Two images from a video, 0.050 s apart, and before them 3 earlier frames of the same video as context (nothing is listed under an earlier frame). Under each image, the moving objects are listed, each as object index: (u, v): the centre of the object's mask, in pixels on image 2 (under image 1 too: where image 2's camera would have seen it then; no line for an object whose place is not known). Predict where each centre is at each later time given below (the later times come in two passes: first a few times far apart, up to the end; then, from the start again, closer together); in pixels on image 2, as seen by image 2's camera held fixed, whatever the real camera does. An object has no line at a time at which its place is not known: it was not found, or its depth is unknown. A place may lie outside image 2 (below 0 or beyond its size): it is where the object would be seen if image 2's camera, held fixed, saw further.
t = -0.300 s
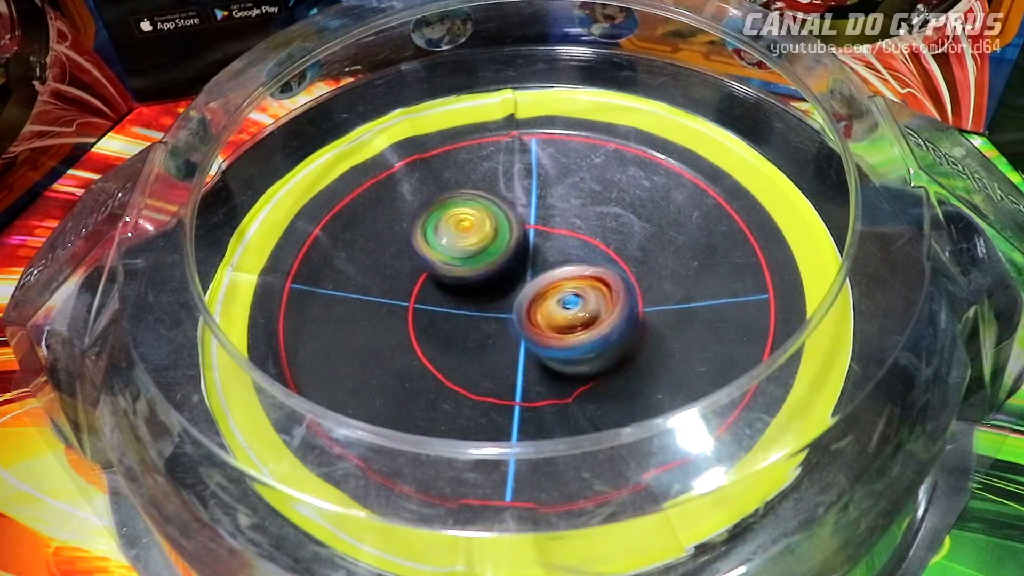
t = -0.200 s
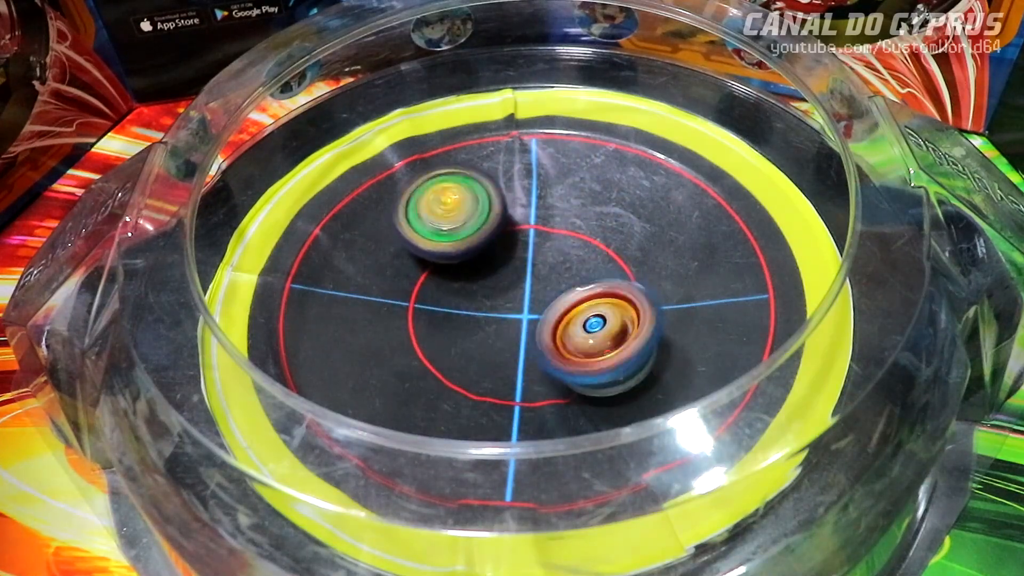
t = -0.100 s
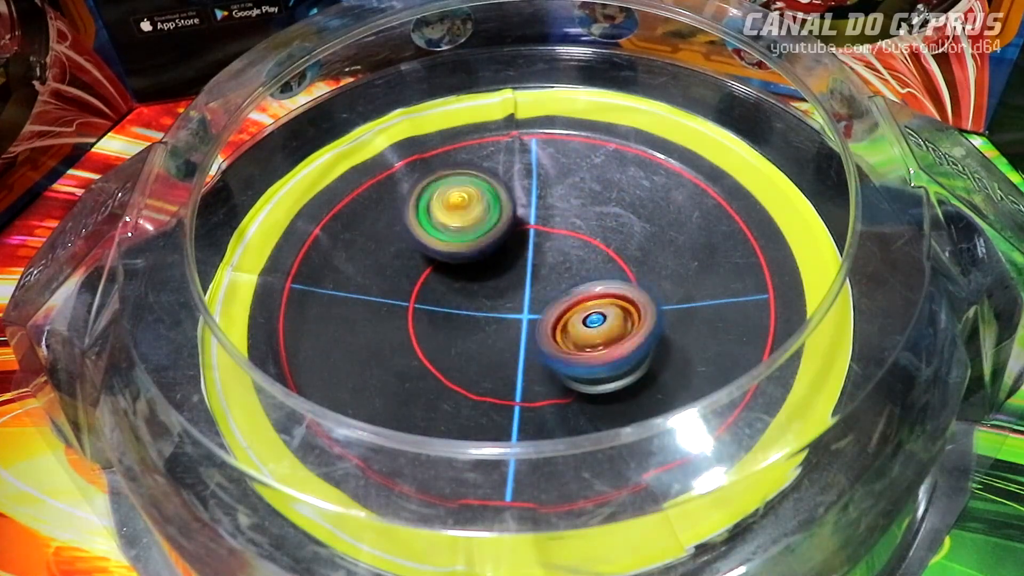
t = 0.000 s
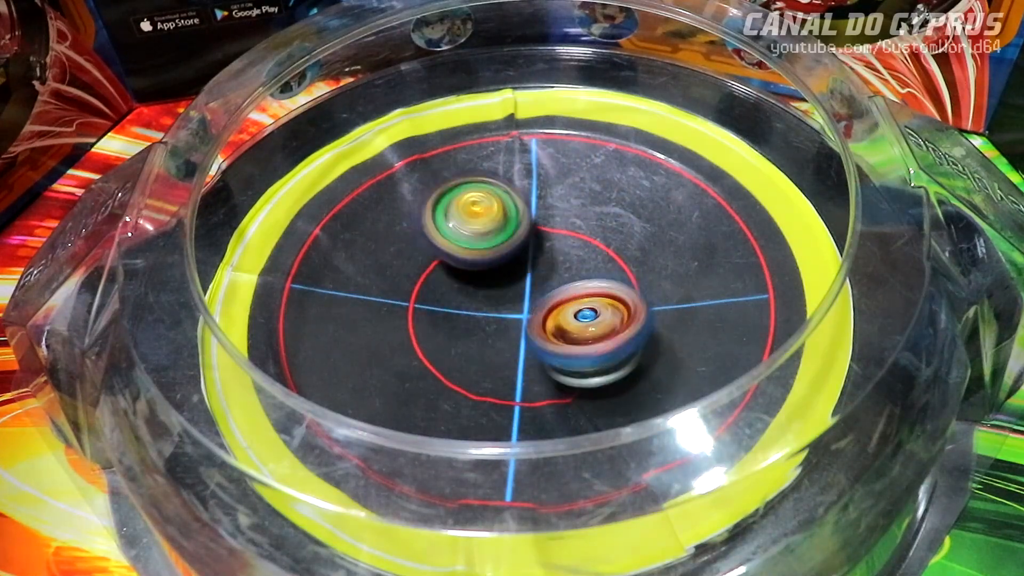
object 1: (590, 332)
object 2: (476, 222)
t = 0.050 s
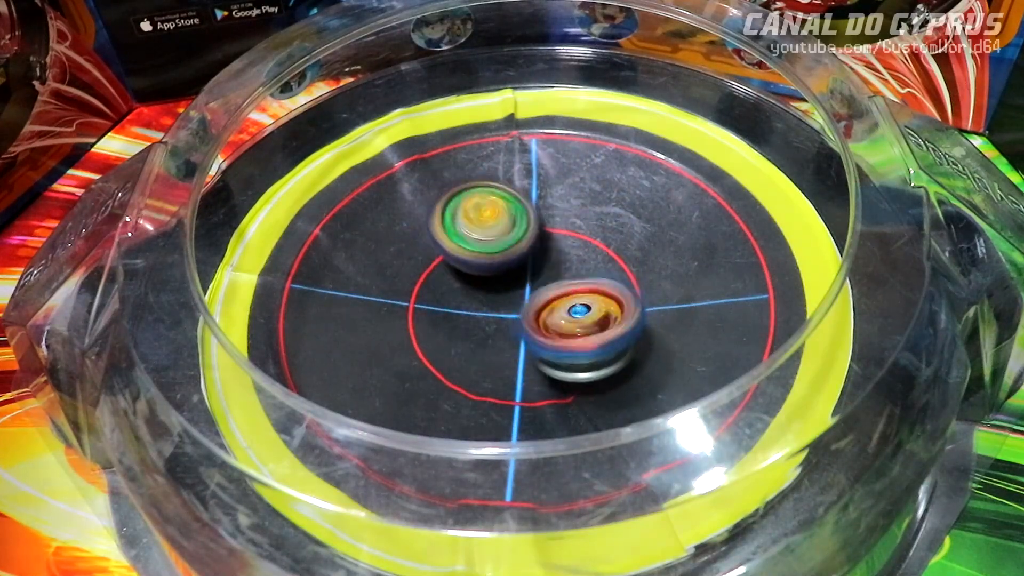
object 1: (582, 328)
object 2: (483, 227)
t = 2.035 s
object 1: (473, 334)
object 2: (592, 229)
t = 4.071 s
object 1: (474, 294)
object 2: (602, 287)
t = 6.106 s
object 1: (445, 286)
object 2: (578, 300)
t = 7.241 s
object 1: (462, 304)
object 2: (580, 292)
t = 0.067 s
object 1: (580, 326)
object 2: (486, 229)
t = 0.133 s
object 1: (567, 319)
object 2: (498, 238)
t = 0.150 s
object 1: (566, 317)
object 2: (500, 238)
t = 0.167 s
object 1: (563, 316)
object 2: (500, 238)
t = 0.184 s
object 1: (560, 316)
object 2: (501, 237)
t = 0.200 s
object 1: (560, 317)
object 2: (501, 238)
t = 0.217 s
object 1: (566, 327)
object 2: (497, 231)
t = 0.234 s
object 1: (575, 337)
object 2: (491, 222)
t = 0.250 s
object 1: (580, 346)
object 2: (484, 212)
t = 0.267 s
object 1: (587, 354)
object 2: (478, 205)
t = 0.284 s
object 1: (591, 359)
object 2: (474, 199)
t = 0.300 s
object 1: (594, 365)
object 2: (472, 195)
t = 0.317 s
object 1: (594, 367)
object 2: (469, 192)
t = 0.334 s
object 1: (595, 369)
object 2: (469, 191)
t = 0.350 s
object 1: (593, 371)
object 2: (469, 190)
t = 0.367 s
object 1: (595, 369)
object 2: (470, 189)
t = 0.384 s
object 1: (595, 368)
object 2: (472, 189)
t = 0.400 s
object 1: (594, 367)
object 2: (474, 189)
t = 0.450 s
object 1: (593, 362)
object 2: (479, 191)
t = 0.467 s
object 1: (593, 360)
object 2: (482, 192)
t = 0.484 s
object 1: (591, 358)
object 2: (484, 192)
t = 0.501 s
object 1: (591, 356)
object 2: (486, 193)
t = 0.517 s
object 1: (589, 353)
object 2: (489, 195)
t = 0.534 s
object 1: (587, 350)
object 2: (491, 196)
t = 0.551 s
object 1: (586, 348)
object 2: (493, 197)
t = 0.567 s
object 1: (584, 345)
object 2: (496, 200)
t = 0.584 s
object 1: (582, 341)
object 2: (498, 200)
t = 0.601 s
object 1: (580, 338)
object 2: (500, 203)
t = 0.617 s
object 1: (577, 335)
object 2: (503, 205)
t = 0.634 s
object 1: (576, 331)
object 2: (506, 207)
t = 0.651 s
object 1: (574, 328)
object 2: (509, 209)
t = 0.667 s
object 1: (571, 324)
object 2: (511, 211)
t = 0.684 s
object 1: (570, 321)
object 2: (513, 213)
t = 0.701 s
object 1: (567, 317)
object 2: (516, 216)
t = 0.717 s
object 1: (564, 313)
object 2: (518, 219)
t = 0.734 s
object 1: (561, 308)
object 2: (519, 220)
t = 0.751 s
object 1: (559, 308)
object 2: (521, 220)
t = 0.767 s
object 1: (559, 312)
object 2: (520, 215)
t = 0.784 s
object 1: (559, 318)
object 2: (520, 208)
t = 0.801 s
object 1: (557, 322)
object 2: (517, 204)
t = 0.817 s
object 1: (558, 324)
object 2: (517, 203)
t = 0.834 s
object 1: (555, 324)
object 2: (515, 202)
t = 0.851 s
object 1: (554, 323)
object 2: (515, 202)
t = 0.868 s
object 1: (553, 323)
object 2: (516, 203)
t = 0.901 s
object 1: (553, 318)
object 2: (518, 206)
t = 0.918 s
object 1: (553, 317)
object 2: (521, 207)
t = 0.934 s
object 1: (553, 315)
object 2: (523, 211)
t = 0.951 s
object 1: (554, 313)
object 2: (525, 212)
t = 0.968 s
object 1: (554, 311)
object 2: (527, 214)
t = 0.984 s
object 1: (553, 310)
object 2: (530, 216)
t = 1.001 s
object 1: (554, 308)
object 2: (531, 218)
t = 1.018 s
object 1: (553, 308)
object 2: (533, 218)
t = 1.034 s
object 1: (552, 309)
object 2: (535, 219)
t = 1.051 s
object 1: (551, 309)
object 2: (535, 220)
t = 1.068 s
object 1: (550, 310)
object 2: (538, 218)
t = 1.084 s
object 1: (547, 314)
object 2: (539, 217)
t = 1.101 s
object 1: (547, 316)
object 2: (540, 216)
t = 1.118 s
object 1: (545, 317)
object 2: (541, 215)
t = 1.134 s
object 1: (544, 318)
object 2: (541, 216)
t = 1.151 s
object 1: (544, 319)
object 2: (543, 216)
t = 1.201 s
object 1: (544, 318)
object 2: (548, 218)
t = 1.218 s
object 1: (544, 318)
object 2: (550, 219)
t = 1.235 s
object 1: (543, 317)
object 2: (551, 219)
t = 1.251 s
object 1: (543, 317)
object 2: (553, 220)
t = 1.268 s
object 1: (542, 317)
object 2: (554, 220)
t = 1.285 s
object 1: (541, 315)
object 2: (555, 222)
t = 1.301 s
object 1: (541, 315)
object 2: (556, 222)
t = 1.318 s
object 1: (540, 316)
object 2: (556, 222)
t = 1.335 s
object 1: (537, 319)
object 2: (557, 220)
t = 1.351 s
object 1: (537, 322)
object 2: (557, 220)
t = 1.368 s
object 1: (534, 323)
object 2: (557, 220)
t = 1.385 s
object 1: (532, 323)
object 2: (557, 220)
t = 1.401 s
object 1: (532, 323)
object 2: (558, 223)
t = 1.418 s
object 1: (531, 323)
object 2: (558, 223)
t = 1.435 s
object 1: (530, 322)
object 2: (559, 225)
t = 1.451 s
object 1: (530, 322)
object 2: (559, 227)
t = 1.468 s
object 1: (530, 322)
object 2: (560, 228)
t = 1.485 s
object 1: (527, 322)
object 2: (561, 229)
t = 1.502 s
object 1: (522, 328)
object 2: (564, 227)
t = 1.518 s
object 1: (516, 333)
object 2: (566, 221)
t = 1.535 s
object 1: (510, 336)
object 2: (568, 218)
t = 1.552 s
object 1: (506, 340)
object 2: (568, 218)
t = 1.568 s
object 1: (503, 340)
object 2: (568, 216)
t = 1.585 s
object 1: (500, 341)
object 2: (569, 217)
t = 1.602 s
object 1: (500, 340)
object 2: (570, 218)
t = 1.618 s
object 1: (499, 339)
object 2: (571, 219)
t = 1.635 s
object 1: (498, 339)
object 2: (572, 220)
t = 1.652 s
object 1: (500, 338)
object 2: (572, 223)
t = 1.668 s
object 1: (499, 337)
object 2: (572, 224)
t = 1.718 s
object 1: (501, 333)
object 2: (573, 228)
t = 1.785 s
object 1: (503, 327)
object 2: (575, 236)
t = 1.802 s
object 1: (504, 325)
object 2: (575, 239)
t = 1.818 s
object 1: (505, 324)
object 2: (574, 241)
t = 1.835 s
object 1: (505, 323)
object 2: (575, 242)
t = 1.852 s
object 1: (500, 323)
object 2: (576, 240)
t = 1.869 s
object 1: (500, 326)
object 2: (576, 239)
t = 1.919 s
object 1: (495, 325)
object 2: (576, 242)
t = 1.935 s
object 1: (496, 323)
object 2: (575, 244)
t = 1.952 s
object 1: (497, 322)
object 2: (575, 245)
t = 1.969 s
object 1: (497, 322)
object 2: (575, 246)
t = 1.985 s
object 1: (489, 327)
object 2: (581, 241)
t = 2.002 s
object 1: (483, 331)
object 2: (586, 237)
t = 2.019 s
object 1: (477, 333)
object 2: (590, 233)
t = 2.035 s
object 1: (473, 334)
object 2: (592, 229)
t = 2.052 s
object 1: (472, 334)
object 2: (593, 228)
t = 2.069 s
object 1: (470, 334)
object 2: (593, 228)
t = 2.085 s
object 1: (472, 333)
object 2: (593, 229)
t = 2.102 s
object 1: (472, 332)
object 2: (593, 231)
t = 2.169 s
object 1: (481, 329)
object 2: (592, 238)
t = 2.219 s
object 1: (489, 327)
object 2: (591, 246)
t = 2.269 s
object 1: (497, 325)
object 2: (590, 253)
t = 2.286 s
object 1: (499, 323)
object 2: (589, 254)
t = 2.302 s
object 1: (502, 322)
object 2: (589, 256)
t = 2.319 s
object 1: (500, 322)
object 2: (591, 257)
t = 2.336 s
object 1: (499, 322)
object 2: (592, 257)
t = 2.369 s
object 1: (498, 321)
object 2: (592, 259)
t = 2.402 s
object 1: (494, 322)
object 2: (593, 260)
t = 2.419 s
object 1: (492, 321)
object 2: (591, 261)
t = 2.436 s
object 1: (493, 321)
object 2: (591, 264)
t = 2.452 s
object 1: (488, 322)
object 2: (591, 262)
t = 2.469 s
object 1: (481, 326)
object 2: (595, 258)
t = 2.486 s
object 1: (476, 329)
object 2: (597, 256)
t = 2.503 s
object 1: (472, 332)
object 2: (598, 254)
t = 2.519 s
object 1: (471, 331)
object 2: (598, 253)
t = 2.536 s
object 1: (470, 332)
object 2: (596, 253)
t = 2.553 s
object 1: (471, 331)
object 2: (595, 255)
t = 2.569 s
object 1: (472, 331)
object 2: (594, 257)
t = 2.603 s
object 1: (474, 330)
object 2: (592, 260)
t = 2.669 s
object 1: (479, 329)
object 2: (589, 263)
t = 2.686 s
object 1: (480, 328)
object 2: (589, 266)
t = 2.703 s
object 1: (481, 328)
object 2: (589, 268)
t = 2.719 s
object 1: (482, 327)
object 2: (587, 268)
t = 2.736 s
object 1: (480, 327)
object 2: (589, 268)
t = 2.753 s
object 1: (473, 328)
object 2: (593, 264)
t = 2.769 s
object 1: (469, 328)
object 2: (595, 262)
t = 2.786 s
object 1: (465, 327)
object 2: (597, 261)
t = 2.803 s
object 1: (465, 326)
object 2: (596, 260)
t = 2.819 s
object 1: (465, 324)
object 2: (595, 262)
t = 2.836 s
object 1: (467, 324)
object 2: (594, 263)
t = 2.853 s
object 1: (470, 321)
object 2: (594, 263)
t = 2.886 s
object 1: (475, 318)
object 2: (593, 267)
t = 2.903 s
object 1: (478, 319)
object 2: (594, 267)
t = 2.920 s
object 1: (480, 317)
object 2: (593, 269)
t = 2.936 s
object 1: (477, 317)
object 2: (595, 268)
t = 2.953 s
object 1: (474, 315)
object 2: (596, 268)
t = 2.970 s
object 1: (473, 315)
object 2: (596, 269)
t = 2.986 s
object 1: (473, 312)
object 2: (595, 269)
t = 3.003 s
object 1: (475, 312)
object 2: (594, 269)
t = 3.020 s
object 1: (476, 310)
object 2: (594, 271)
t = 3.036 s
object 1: (476, 310)
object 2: (595, 273)
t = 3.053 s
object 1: (476, 308)
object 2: (594, 273)
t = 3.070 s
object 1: (472, 309)
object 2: (596, 271)
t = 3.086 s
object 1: (466, 308)
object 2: (600, 269)
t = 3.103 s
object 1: (463, 309)
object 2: (602, 266)
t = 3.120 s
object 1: (461, 308)
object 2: (603, 265)
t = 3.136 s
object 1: (460, 308)
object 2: (602, 266)
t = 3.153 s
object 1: (461, 306)
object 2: (600, 267)
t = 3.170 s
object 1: (463, 306)
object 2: (600, 266)
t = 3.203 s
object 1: (468, 306)
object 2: (597, 270)
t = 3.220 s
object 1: (471, 304)
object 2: (595, 271)
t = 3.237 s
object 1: (472, 305)
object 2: (595, 272)
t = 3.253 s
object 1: (470, 303)
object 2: (596, 273)
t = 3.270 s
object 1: (469, 304)
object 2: (597, 273)
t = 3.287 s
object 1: (470, 301)
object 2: (596, 273)
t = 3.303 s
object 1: (471, 301)
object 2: (596, 275)
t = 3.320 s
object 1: (472, 299)
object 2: (595, 275)
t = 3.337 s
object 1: (473, 299)
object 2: (595, 276)
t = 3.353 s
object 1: (470, 299)
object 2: (597, 275)
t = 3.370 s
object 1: (465, 298)
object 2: (601, 272)
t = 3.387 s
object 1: (458, 298)
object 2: (606, 270)
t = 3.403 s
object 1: (458, 298)
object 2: (609, 270)
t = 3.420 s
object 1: (455, 297)
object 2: (609, 269)
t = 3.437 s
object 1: (458, 296)
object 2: (607, 269)
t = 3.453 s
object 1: (459, 295)
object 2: (605, 270)
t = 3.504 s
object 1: (467, 295)
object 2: (599, 274)
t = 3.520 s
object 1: (470, 297)
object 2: (598, 275)
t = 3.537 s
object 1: (472, 296)
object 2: (596, 276)
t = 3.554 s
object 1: (471, 297)
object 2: (598, 277)
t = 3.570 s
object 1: (463, 296)
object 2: (602, 276)
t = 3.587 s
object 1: (461, 296)
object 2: (605, 275)
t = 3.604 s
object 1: (457, 295)
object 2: (606, 276)
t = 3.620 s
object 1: (458, 294)
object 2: (605, 275)
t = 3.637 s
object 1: (458, 295)
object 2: (605, 276)
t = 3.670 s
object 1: (463, 294)
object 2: (602, 279)
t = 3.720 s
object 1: (470, 296)
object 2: (599, 282)
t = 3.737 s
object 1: (470, 295)
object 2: (600, 283)
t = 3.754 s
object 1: (471, 295)
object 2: (599, 284)
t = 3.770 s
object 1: (469, 293)
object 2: (601, 283)
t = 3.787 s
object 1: (467, 294)
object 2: (602, 283)
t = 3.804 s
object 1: (467, 292)
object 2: (601, 283)
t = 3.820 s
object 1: (469, 292)
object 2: (600, 283)
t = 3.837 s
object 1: (469, 291)
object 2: (600, 283)
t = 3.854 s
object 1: (464, 290)
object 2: (604, 282)
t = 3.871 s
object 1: (458, 291)
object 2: (609, 282)
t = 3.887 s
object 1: (457, 290)
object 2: (610, 281)
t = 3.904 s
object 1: (456, 290)
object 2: (611, 281)
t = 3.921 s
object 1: (455, 288)
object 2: (610, 281)
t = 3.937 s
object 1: (459, 288)
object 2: (609, 282)
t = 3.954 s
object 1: (460, 289)
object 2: (609, 282)
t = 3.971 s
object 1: (463, 290)
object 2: (607, 283)
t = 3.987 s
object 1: (464, 292)
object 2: (607, 284)
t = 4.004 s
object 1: (466, 290)
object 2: (606, 285)
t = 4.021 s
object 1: (469, 292)
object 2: (605, 285)
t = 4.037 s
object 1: (471, 295)
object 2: (604, 285)
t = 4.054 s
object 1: (473, 294)
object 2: (603, 287)
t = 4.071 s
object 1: (474, 294)
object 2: (602, 287)
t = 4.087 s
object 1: (474, 292)
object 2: (602, 287)
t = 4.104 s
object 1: (472, 292)
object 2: (603, 287)
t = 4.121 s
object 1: (472, 291)
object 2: (604, 287)
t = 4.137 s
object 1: (473, 290)
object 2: (603, 288)
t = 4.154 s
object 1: (476, 291)
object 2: (601, 287)
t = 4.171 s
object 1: (470, 290)
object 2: (603, 286)
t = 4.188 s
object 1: (463, 289)
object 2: (612, 284)
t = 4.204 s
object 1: (456, 288)
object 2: (618, 283)
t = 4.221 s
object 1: (451, 288)
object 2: (622, 283)
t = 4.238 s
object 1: (450, 288)
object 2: (624, 281)
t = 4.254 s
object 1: (446, 287)
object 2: (624, 282)
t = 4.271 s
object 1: (449, 286)
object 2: (623, 280)
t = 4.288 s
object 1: (452, 286)
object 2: (619, 282)
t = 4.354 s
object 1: (464, 288)
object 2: (608, 286)
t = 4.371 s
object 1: (468, 291)
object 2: (604, 288)
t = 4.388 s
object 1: (470, 293)
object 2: (602, 290)
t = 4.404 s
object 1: (473, 293)
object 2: (599, 292)
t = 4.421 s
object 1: (472, 293)
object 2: (600, 293)
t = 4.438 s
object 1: (470, 289)
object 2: (602, 292)
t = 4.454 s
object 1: (470, 288)
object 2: (603, 291)
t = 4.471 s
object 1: (469, 288)
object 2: (604, 290)
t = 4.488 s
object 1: (470, 285)
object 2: (602, 289)
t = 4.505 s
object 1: (473, 286)
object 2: (600, 288)
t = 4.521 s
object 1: (474, 285)
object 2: (599, 289)
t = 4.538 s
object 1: (463, 282)
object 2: (610, 287)
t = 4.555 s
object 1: (453, 283)
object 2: (618, 288)
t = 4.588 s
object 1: (439, 279)
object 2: (632, 286)
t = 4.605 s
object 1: (434, 278)
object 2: (637, 286)
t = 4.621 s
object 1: (428, 277)
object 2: (640, 285)
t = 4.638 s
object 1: (429, 275)
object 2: (641, 286)
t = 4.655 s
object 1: (429, 275)
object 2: (642, 285)
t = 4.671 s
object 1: (429, 275)
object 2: (640, 285)
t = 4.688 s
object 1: (430, 274)
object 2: (641, 286)
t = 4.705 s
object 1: (428, 273)
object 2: (638, 287)
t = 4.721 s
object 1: (427, 273)
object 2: (637, 289)
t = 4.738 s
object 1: (428, 271)
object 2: (634, 290)
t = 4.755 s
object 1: (431, 272)
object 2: (631, 291)
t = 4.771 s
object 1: (434, 276)
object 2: (628, 292)
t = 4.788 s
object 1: (436, 273)
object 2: (624, 295)
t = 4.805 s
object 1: (438, 274)
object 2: (622, 296)
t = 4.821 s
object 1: (441, 275)
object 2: (618, 295)
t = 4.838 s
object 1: (444, 273)
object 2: (614, 296)
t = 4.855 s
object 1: (451, 274)
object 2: (609, 296)
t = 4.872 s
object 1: (455, 278)
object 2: (602, 296)
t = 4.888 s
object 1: (459, 278)
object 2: (597, 295)
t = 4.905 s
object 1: (464, 281)
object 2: (588, 298)
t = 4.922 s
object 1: (465, 282)
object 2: (582, 299)
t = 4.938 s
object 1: (464, 279)
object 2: (577, 297)
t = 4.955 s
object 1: (463, 276)
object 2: (574, 294)
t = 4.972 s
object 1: (459, 278)
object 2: (575, 293)
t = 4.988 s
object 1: (453, 277)
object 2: (574, 291)
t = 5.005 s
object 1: (448, 277)
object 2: (571, 290)
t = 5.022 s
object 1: (446, 279)
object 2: (569, 291)
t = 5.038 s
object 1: (445, 278)
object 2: (567, 293)
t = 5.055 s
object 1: (450, 278)
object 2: (565, 295)
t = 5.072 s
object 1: (451, 280)
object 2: (564, 294)
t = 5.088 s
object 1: (447, 281)
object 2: (565, 293)
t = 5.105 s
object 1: (444, 281)
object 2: (566, 292)
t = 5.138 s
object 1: (436, 284)
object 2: (568, 290)
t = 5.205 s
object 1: (434, 284)
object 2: (564, 287)
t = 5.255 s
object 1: (435, 285)
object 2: (559, 288)
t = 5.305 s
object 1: (439, 286)
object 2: (552, 293)
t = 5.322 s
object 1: (437, 288)
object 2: (552, 293)
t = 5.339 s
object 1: (433, 287)
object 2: (551, 292)
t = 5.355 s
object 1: (430, 285)
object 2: (551, 291)
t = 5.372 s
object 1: (429, 283)
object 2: (550, 290)
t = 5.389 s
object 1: (431, 283)
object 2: (550, 290)
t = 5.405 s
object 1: (427, 282)
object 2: (551, 290)
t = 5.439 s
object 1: (412, 277)
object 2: (560, 289)
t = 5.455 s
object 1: (409, 276)
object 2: (566, 289)
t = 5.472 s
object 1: (408, 275)
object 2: (570, 289)
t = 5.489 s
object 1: (404, 274)
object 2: (572, 288)
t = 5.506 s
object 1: (405, 272)
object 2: (570, 288)
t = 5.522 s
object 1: (406, 271)
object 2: (569, 288)
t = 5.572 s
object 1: (406, 268)
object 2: (562, 290)
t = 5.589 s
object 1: (404, 267)
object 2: (557, 291)
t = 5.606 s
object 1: (404, 265)
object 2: (555, 292)
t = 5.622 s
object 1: (406, 267)
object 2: (553, 291)
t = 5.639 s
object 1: (409, 269)
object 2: (554, 292)
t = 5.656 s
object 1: (411, 272)
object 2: (554, 292)
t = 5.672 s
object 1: (415, 277)
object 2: (554, 292)
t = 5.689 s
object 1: (417, 280)
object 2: (554, 291)
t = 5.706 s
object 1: (422, 282)
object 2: (555, 291)
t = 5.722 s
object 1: (429, 284)
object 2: (555, 291)
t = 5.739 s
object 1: (435, 284)
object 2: (558, 292)
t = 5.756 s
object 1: (437, 284)
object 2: (561, 292)
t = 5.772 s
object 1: (440, 285)
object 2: (561, 292)
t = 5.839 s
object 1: (447, 288)
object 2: (568, 293)
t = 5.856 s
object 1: (445, 289)
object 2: (569, 294)
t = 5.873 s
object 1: (445, 289)
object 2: (570, 296)
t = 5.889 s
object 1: (444, 290)
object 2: (572, 296)
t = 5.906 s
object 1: (442, 290)
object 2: (575, 297)
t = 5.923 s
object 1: (439, 290)
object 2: (578, 297)
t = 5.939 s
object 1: (438, 291)
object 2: (580, 297)
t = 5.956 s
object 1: (439, 290)
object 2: (581, 298)
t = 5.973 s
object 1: (439, 290)
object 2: (582, 299)
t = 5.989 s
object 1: (440, 289)
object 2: (584, 299)
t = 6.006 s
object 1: (442, 288)
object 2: (583, 299)
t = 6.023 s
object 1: (443, 288)
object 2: (584, 299)
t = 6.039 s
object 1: (444, 289)
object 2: (583, 299)
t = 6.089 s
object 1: (444, 288)
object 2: (579, 300)
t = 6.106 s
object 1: (445, 286)
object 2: (578, 300)
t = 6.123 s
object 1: (447, 284)
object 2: (576, 300)
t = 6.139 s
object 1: (452, 284)
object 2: (576, 299)
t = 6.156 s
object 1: (455, 285)
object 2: (575, 299)
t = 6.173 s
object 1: (458, 287)
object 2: (575, 299)
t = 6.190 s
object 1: (461, 290)
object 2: (576, 299)
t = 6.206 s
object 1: (461, 291)
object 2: (579, 298)
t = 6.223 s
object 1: (460, 292)
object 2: (580, 298)
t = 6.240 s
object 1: (461, 292)
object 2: (582, 298)
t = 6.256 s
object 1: (464, 293)
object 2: (582, 298)
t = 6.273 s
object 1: (467, 293)
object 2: (584, 297)
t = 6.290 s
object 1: (469, 294)
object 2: (585, 297)
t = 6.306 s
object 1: (471, 294)
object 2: (585, 296)
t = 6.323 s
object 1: (471, 295)
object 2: (585, 296)
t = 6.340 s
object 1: (471, 296)
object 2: (585, 295)
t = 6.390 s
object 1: (469, 301)
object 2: (584, 293)
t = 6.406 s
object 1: (470, 302)
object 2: (583, 293)
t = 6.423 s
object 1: (471, 302)
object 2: (583, 293)
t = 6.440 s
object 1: (471, 302)
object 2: (583, 292)
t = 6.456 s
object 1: (470, 302)
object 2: (584, 292)
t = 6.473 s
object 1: (469, 303)
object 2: (583, 292)
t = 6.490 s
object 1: (468, 303)
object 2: (583, 292)
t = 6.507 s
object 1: (465, 303)
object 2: (584, 292)
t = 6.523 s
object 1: (462, 303)
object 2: (584, 291)
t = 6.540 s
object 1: (459, 302)
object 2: (584, 291)
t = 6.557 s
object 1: (456, 302)
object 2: (585, 291)
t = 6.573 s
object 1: (456, 302)
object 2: (585, 291)
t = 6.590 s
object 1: (454, 302)
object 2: (584, 291)
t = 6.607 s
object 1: (454, 302)
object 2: (584, 291)
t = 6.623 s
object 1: (454, 302)
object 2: (582, 292)
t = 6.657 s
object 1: (456, 303)
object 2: (580, 293)
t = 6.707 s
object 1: (460, 304)
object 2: (579, 295)
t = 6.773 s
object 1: (462, 305)
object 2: (579, 293)
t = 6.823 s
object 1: (462, 304)
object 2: (580, 293)
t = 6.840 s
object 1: (462, 304)
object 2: (579, 293)
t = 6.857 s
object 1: (462, 304)
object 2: (579, 292)
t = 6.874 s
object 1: (462, 304)
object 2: (580, 292)
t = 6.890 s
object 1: (462, 304)
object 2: (580, 292)
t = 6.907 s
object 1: (462, 304)
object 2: (580, 292)
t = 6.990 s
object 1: (462, 304)
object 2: (580, 292)
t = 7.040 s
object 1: (462, 304)
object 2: (580, 292)
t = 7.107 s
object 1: (462, 304)
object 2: (580, 292)
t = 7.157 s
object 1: (462, 304)
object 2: (580, 292)
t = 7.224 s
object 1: (462, 304)
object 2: (580, 292)
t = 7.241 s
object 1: (462, 304)
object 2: (580, 292)
